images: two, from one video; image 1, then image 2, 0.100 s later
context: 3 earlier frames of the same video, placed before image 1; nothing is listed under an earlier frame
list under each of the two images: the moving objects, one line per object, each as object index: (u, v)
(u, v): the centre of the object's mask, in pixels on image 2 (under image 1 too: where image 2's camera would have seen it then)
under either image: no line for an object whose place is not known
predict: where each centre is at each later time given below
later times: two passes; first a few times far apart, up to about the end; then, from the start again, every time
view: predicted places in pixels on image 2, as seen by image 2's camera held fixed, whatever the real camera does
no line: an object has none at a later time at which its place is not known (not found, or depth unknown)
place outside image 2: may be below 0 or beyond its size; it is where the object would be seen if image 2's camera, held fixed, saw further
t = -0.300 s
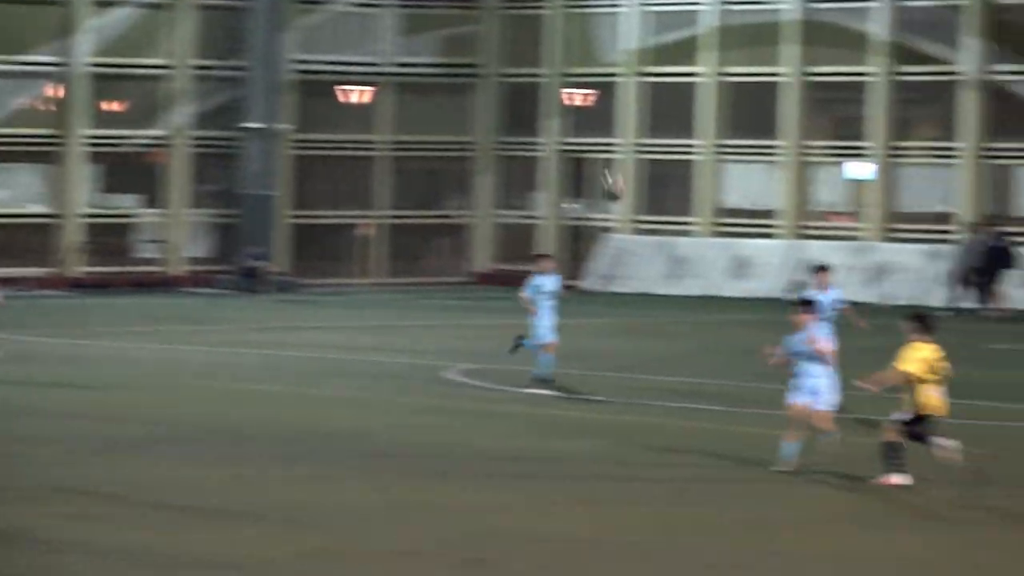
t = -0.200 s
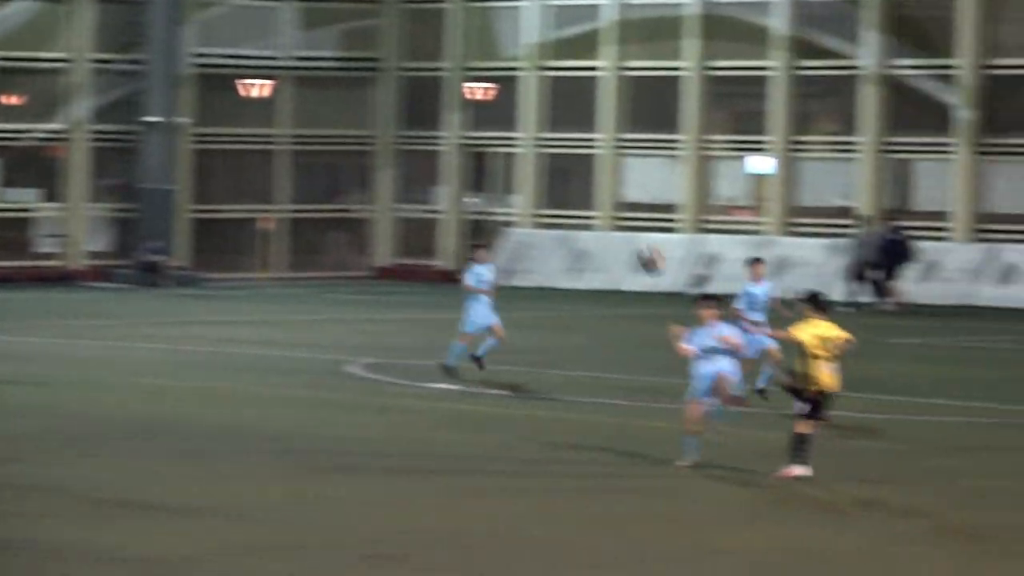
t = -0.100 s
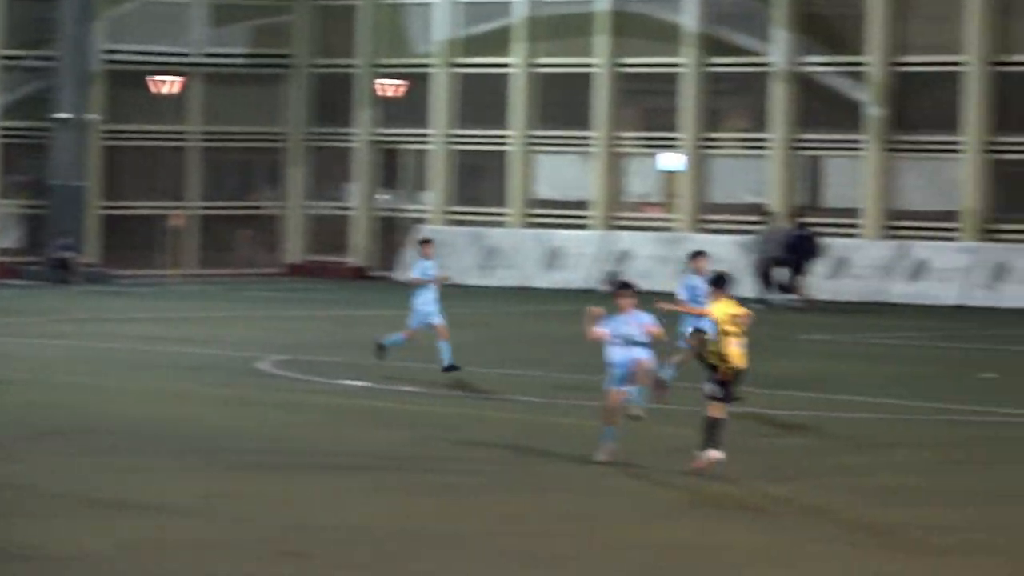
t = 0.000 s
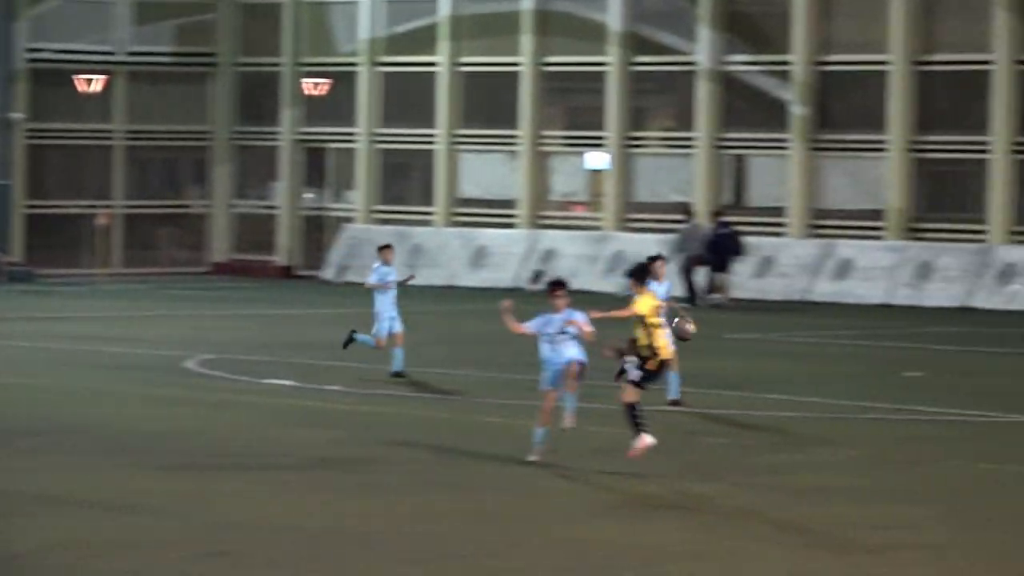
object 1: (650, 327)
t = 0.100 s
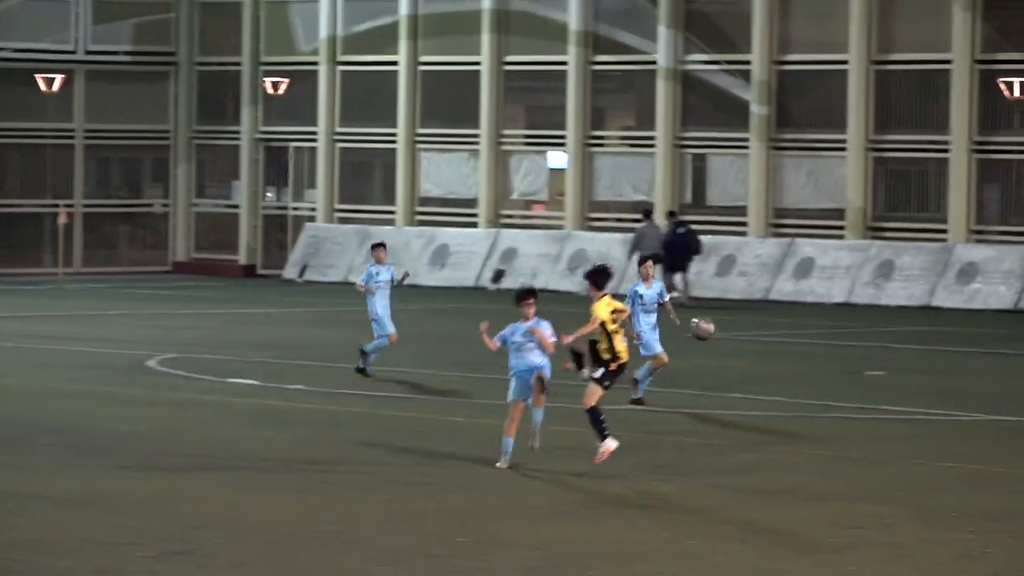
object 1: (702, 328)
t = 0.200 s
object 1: (758, 340)
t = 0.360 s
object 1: (843, 380)
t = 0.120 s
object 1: (714, 330)
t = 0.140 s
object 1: (725, 332)
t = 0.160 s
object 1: (736, 334)
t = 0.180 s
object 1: (747, 337)
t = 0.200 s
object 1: (758, 340)
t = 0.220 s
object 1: (770, 344)
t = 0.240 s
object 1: (779, 348)
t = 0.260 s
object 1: (789, 352)
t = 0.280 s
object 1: (800, 357)
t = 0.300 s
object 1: (812, 362)
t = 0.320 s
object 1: (822, 367)
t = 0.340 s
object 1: (833, 374)
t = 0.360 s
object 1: (843, 380)
